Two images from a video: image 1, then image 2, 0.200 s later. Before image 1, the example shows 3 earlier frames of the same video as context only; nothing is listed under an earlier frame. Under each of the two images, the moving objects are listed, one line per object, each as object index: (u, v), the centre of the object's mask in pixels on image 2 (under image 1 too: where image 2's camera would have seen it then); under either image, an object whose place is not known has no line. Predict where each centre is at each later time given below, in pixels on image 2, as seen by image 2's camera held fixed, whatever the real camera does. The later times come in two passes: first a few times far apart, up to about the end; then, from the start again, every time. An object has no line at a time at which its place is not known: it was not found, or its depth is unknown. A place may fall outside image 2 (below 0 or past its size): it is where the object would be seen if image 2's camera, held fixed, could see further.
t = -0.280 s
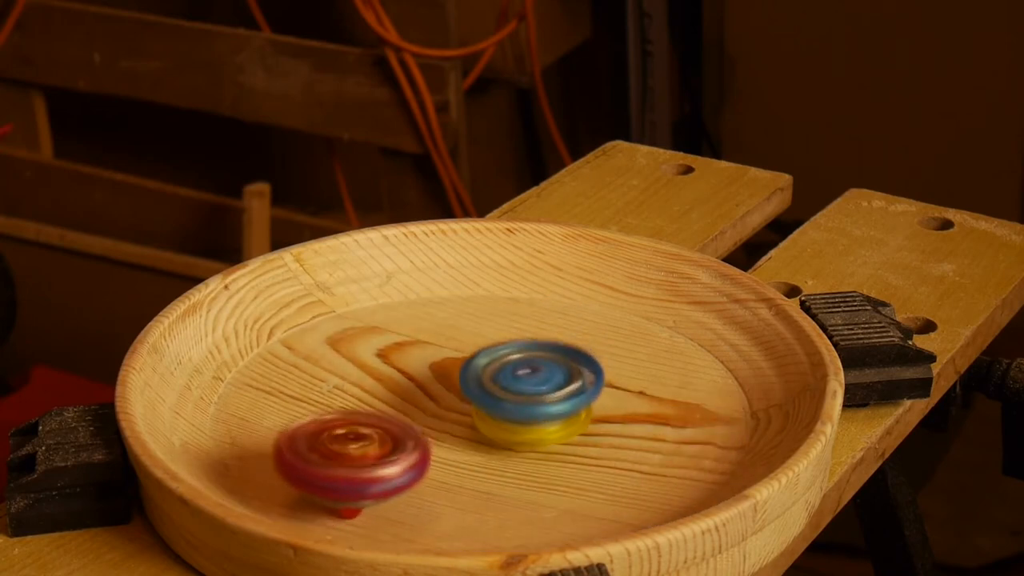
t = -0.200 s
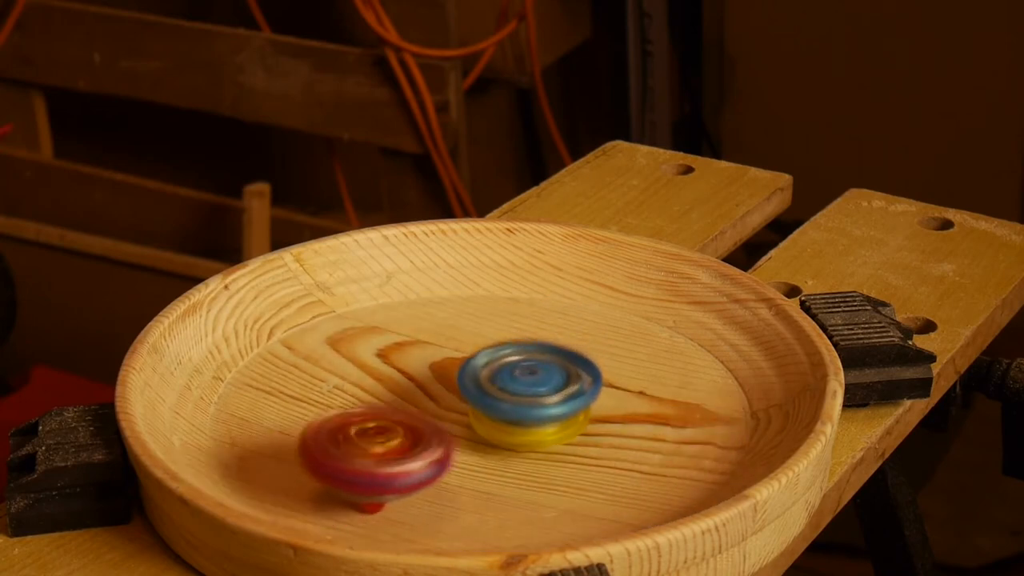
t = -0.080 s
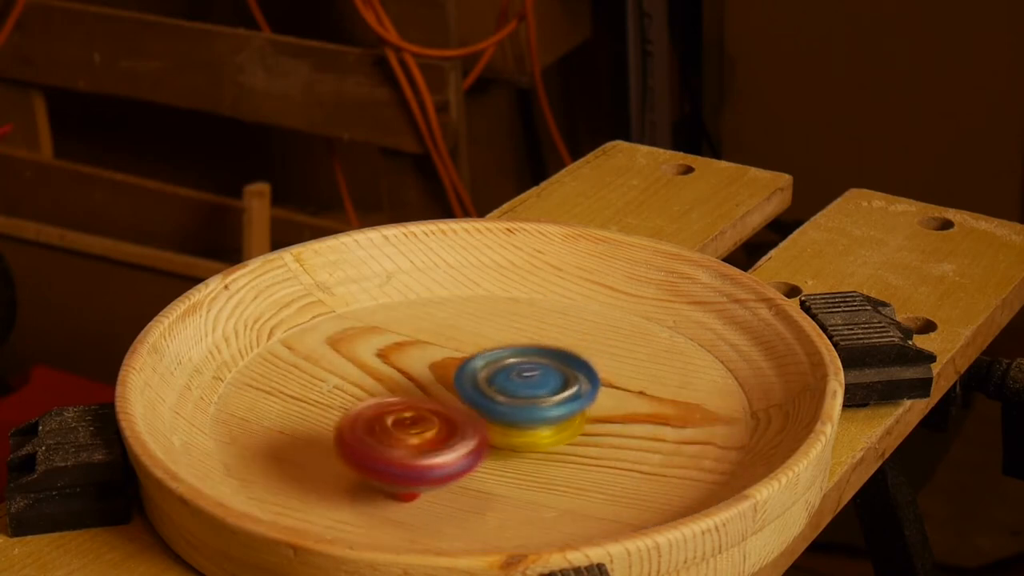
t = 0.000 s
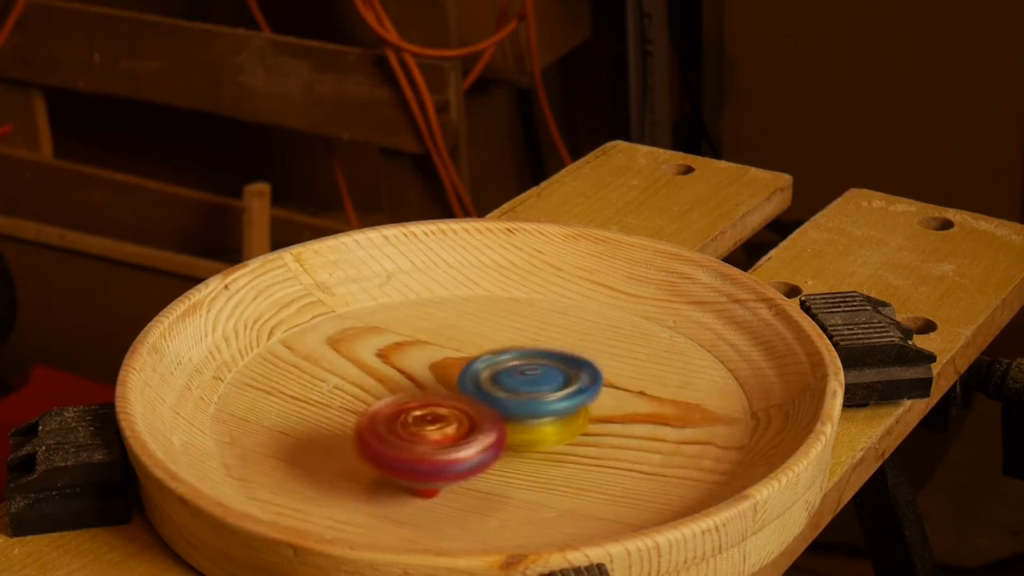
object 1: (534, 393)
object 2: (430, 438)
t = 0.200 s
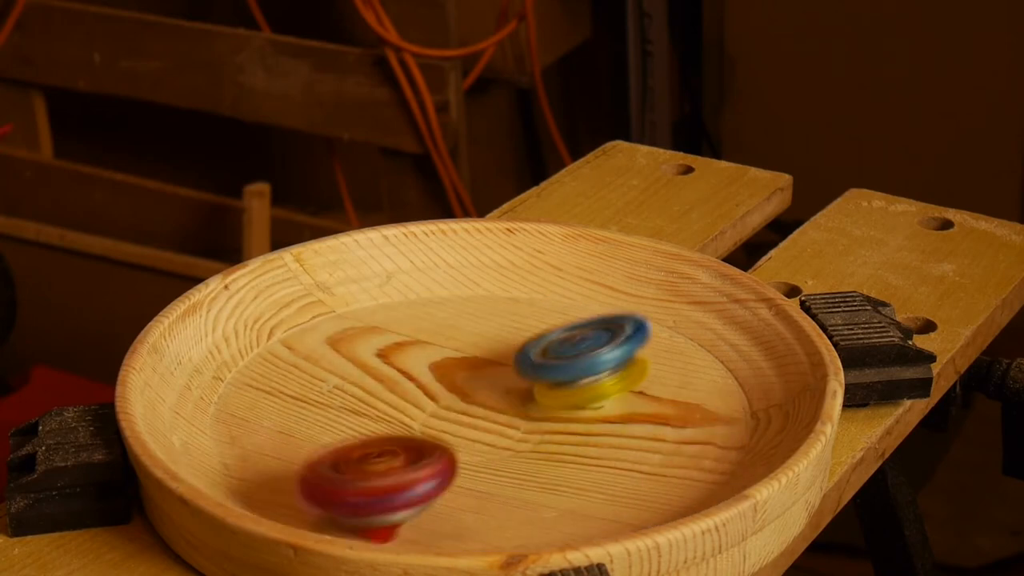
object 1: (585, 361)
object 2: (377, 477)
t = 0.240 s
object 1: (591, 356)
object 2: (368, 482)
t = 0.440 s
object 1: (605, 342)
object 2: (413, 476)
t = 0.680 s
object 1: (589, 342)
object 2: (378, 471)
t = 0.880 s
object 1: (566, 355)
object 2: (375, 451)
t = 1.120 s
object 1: (542, 395)
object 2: (421, 425)
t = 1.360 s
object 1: (726, 379)
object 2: (245, 429)
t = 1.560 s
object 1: (719, 383)
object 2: (260, 420)
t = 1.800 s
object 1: (725, 387)
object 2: (298, 397)
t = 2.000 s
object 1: (719, 392)
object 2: (366, 396)
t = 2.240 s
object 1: (715, 409)
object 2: (510, 405)
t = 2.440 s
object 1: (705, 420)
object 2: (521, 407)
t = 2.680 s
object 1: (686, 430)
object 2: (499, 422)
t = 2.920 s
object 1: (690, 437)
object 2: (480, 423)
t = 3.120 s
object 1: (698, 434)
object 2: (476, 417)
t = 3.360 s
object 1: (699, 429)
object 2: (512, 398)
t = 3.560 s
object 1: (688, 426)
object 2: (536, 377)
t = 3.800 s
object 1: (678, 431)
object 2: (547, 356)
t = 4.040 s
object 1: (677, 436)
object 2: (530, 359)
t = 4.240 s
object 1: (681, 435)
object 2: (504, 379)
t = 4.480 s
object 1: (677, 432)
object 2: (476, 402)
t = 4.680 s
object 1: (670, 432)
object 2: (478, 408)
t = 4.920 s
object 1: (660, 437)
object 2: (497, 398)
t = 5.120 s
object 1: (655, 439)
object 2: (502, 384)
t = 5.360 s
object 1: (652, 439)
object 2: (530, 381)
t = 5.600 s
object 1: (642, 438)
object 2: (542, 377)
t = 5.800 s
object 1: (634, 439)
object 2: (531, 383)
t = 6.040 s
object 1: (626, 442)
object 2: (496, 393)
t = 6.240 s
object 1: (620, 442)
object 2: (472, 397)
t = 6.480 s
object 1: (615, 441)
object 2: (463, 396)
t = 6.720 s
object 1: (609, 440)
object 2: (475, 390)
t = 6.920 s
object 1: (605, 440)
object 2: (487, 393)
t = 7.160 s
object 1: (634, 451)
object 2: (481, 371)
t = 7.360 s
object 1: (633, 445)
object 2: (502, 366)
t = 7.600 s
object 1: (617, 442)
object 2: (525, 372)
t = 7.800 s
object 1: (610, 447)
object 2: (520, 382)
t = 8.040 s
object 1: (615, 451)
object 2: (492, 394)
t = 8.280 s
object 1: (612, 445)
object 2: (462, 386)
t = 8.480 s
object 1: (596, 442)
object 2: (463, 375)
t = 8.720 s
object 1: (588, 450)
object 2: (492, 375)
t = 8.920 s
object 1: (599, 456)
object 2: (505, 378)
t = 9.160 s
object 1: (630, 454)
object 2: (496, 365)
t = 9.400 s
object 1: (609, 440)
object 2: (511, 364)
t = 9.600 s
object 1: (575, 443)
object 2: (517, 366)
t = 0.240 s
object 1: (591, 356)
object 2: (368, 482)
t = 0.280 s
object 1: (596, 352)
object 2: (371, 481)
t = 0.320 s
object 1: (600, 349)
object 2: (385, 480)
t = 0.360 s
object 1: (604, 346)
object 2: (400, 477)
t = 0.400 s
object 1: (605, 344)
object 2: (410, 476)
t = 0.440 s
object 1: (605, 342)
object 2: (413, 476)
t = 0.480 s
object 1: (604, 341)
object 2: (410, 476)
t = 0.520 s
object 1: (602, 340)
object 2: (403, 475)
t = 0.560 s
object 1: (600, 340)
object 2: (396, 474)
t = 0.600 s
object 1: (597, 340)
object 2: (390, 474)
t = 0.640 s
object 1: (593, 340)
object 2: (385, 473)
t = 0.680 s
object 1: (589, 342)
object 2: (378, 471)
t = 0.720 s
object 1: (584, 342)
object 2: (372, 468)
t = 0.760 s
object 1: (579, 344)
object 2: (368, 464)
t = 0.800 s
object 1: (574, 347)
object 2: (367, 460)
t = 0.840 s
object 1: (570, 350)
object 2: (369, 456)
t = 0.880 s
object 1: (566, 355)
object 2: (375, 451)
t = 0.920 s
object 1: (563, 360)
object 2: (380, 447)
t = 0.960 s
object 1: (559, 365)
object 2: (386, 442)
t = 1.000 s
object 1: (553, 372)
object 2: (393, 438)
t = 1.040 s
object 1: (547, 381)
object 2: (401, 433)
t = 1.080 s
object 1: (542, 389)
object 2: (412, 428)
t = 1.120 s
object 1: (542, 395)
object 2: (421, 425)
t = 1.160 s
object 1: (581, 385)
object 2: (371, 429)
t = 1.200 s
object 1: (619, 383)
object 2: (321, 432)
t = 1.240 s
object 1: (650, 382)
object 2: (284, 433)
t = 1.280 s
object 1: (677, 382)
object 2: (263, 431)
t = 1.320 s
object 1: (701, 381)
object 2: (251, 430)
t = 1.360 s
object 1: (726, 379)
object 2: (245, 429)
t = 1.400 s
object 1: (739, 372)
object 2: (253, 431)
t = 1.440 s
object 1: (735, 376)
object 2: (261, 431)
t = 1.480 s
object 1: (723, 379)
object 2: (262, 429)
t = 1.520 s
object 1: (719, 382)
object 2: (260, 426)
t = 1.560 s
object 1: (719, 383)
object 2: (260, 420)
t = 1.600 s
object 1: (720, 383)
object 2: (261, 416)
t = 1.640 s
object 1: (722, 383)
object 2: (265, 412)
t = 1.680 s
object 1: (722, 384)
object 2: (270, 407)
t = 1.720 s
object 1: (722, 384)
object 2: (279, 403)
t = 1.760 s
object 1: (723, 386)
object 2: (289, 401)
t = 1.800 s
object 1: (725, 387)
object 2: (298, 397)
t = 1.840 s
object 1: (726, 387)
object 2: (309, 395)
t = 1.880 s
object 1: (724, 389)
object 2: (323, 394)
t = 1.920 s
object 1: (722, 389)
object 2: (337, 393)
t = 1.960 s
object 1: (721, 391)
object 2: (351, 394)
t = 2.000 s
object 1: (719, 392)
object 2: (366, 396)
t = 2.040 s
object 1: (719, 396)
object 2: (383, 398)
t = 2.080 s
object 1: (718, 399)
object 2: (403, 400)
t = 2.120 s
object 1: (716, 401)
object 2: (428, 403)
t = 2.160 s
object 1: (717, 404)
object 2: (452, 406)
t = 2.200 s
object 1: (716, 406)
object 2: (482, 405)
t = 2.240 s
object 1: (715, 409)
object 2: (510, 405)
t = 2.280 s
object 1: (715, 412)
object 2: (533, 403)
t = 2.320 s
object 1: (714, 415)
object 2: (551, 405)
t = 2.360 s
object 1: (720, 415)
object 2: (554, 405)
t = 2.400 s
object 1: (719, 417)
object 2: (534, 407)
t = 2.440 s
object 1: (705, 420)
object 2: (521, 407)
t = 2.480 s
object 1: (698, 421)
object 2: (516, 408)
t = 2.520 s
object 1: (695, 424)
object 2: (515, 410)
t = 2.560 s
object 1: (692, 426)
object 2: (511, 414)
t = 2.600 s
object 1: (691, 427)
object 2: (507, 415)
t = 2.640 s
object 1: (689, 428)
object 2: (502, 420)
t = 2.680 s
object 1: (686, 430)
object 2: (499, 422)
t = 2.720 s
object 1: (687, 432)
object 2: (495, 423)
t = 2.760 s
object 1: (687, 433)
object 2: (492, 423)
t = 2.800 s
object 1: (687, 434)
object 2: (489, 424)
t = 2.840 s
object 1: (687, 436)
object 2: (485, 424)
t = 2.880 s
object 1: (688, 437)
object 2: (482, 425)
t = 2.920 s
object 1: (690, 437)
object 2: (480, 423)
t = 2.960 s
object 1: (691, 437)
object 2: (478, 423)
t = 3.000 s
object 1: (693, 437)
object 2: (476, 422)
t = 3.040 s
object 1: (695, 436)
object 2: (476, 421)
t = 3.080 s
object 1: (697, 435)
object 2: (475, 419)
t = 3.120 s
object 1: (698, 434)
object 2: (476, 417)
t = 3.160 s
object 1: (700, 433)
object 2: (481, 414)
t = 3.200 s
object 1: (700, 433)
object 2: (484, 412)
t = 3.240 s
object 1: (700, 432)
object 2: (490, 409)
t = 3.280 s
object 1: (701, 431)
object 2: (496, 405)
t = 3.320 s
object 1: (700, 430)
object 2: (502, 402)
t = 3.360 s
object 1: (699, 429)
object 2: (512, 398)
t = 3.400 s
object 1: (698, 428)
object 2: (518, 395)
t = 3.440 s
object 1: (696, 427)
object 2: (522, 390)
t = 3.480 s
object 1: (694, 427)
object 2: (528, 385)
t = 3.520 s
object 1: (692, 427)
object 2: (531, 381)
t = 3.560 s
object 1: (688, 426)
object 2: (536, 377)
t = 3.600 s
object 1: (685, 427)
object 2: (538, 372)
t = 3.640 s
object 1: (683, 428)
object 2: (540, 368)
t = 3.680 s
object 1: (682, 428)
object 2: (543, 364)
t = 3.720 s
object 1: (680, 429)
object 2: (545, 360)
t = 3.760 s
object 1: (678, 430)
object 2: (547, 358)
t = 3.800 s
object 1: (678, 431)
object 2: (547, 356)
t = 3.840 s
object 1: (677, 433)
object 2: (546, 355)
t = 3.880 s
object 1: (677, 434)
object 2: (545, 355)
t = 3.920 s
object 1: (678, 435)
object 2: (543, 355)
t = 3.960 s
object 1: (677, 435)
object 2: (541, 356)
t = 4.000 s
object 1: (677, 435)
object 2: (536, 357)
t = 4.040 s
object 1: (677, 436)
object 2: (530, 359)
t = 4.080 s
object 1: (679, 436)
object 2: (523, 363)
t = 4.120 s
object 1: (679, 436)
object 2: (516, 366)
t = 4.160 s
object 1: (680, 436)
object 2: (514, 370)
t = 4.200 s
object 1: (681, 435)
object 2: (508, 374)
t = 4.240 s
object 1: (681, 435)
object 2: (504, 379)
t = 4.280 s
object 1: (681, 435)
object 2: (499, 383)
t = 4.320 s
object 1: (681, 434)
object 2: (493, 388)
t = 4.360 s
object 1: (681, 433)
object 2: (487, 393)
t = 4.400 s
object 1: (680, 432)
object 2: (482, 396)
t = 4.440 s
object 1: (679, 432)
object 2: (479, 398)
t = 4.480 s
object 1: (677, 432)
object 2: (476, 402)
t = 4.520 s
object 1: (676, 432)
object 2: (477, 405)
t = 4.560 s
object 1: (675, 432)
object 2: (478, 406)
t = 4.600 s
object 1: (675, 432)
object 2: (478, 407)
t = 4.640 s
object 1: (672, 432)
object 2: (478, 408)
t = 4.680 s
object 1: (670, 432)
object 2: (478, 408)
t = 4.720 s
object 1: (667, 432)
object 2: (478, 408)
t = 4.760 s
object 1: (666, 434)
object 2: (479, 405)
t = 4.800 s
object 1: (665, 434)
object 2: (483, 406)
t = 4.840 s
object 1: (662, 434)
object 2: (486, 403)
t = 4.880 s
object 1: (662, 436)
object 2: (490, 400)
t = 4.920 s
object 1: (660, 437)
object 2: (497, 398)
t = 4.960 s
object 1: (659, 438)
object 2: (497, 395)
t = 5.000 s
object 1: (658, 438)
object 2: (500, 393)
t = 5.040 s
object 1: (658, 439)
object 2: (501, 389)
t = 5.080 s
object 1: (657, 439)
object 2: (501, 387)
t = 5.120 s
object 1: (655, 439)
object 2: (502, 384)
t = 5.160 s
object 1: (654, 439)
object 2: (506, 383)
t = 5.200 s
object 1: (655, 439)
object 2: (508, 381)
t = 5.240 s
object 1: (653, 439)
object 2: (515, 380)
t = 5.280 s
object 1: (652, 439)
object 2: (519, 381)
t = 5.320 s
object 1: (652, 439)
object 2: (526, 382)
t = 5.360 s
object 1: (652, 439)
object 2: (530, 381)
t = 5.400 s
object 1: (652, 439)
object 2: (534, 380)
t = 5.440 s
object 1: (650, 438)
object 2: (536, 379)
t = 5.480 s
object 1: (650, 438)
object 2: (538, 378)
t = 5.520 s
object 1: (647, 439)
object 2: (542, 377)
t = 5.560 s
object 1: (644, 438)
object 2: (542, 377)
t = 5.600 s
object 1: (642, 438)
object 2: (542, 377)
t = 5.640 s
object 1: (641, 439)
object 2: (543, 377)
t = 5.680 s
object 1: (640, 438)
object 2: (541, 378)
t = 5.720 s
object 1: (637, 438)
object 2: (538, 380)
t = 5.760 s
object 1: (636, 439)
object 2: (534, 381)
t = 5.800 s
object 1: (634, 439)
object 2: (531, 383)
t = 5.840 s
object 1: (632, 440)
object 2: (527, 383)
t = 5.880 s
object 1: (630, 440)
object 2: (521, 385)
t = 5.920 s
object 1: (629, 441)
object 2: (515, 388)
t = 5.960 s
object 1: (629, 441)
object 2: (510, 390)
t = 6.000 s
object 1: (627, 442)
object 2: (504, 391)
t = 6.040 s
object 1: (626, 442)
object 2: (496, 393)
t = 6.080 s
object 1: (625, 442)
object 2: (492, 394)
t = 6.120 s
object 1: (623, 442)
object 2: (487, 395)
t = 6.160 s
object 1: (621, 442)
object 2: (481, 396)
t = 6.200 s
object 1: (620, 443)
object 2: (478, 398)
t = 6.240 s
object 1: (620, 442)
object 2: (472, 397)
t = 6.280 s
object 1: (618, 443)
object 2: (468, 397)
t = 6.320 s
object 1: (618, 442)
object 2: (467, 398)
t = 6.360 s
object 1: (617, 442)
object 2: (464, 398)
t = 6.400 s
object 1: (616, 442)
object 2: (462, 397)
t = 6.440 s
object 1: (616, 441)
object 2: (462, 397)
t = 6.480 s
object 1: (615, 441)
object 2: (463, 396)
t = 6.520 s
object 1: (614, 441)
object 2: (465, 395)
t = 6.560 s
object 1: (612, 441)
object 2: (467, 394)
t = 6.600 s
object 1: (612, 441)
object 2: (472, 392)
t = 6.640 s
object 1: (612, 441)
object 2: (471, 391)
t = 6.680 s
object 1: (611, 439)
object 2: (472, 390)
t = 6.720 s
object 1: (609, 440)
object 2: (475, 390)
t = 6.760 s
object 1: (608, 439)
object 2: (476, 390)
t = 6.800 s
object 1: (608, 439)
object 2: (479, 390)
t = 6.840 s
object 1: (607, 439)
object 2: (484, 391)
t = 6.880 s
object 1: (606, 439)
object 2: (485, 391)
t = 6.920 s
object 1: (605, 440)
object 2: (487, 393)
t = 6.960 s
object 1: (616, 445)
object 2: (488, 389)
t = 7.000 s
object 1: (627, 449)
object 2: (483, 382)
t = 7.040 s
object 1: (630, 451)
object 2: (483, 379)
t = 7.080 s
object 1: (630, 452)
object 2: (482, 377)
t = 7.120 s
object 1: (632, 451)
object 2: (482, 374)
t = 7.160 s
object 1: (634, 451)
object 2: (481, 371)
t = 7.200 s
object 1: (635, 450)
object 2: (484, 370)
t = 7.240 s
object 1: (636, 448)
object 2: (487, 369)
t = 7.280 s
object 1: (635, 447)
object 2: (489, 368)
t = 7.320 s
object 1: (635, 446)
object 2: (496, 366)
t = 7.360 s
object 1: (633, 445)
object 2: (502, 366)
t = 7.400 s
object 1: (632, 444)
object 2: (508, 367)
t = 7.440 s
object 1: (628, 444)
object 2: (511, 369)
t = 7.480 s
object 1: (626, 443)
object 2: (518, 370)
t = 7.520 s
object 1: (624, 443)
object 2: (523, 371)
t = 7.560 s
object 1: (620, 442)
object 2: (524, 372)
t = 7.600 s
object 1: (617, 442)
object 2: (525, 372)
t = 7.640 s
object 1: (615, 443)
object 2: (527, 373)
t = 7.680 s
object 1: (613, 444)
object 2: (526, 376)
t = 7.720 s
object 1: (611, 446)
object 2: (526, 377)
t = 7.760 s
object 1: (610, 447)
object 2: (523, 378)
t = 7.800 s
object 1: (610, 447)
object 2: (520, 382)
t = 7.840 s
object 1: (609, 449)
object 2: (519, 384)
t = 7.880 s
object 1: (609, 450)
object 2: (514, 388)
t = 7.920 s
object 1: (611, 452)
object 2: (510, 391)
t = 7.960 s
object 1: (612, 452)
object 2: (507, 393)
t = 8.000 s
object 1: (612, 453)
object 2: (501, 396)
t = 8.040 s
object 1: (615, 451)
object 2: (492, 394)
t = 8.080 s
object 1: (616, 451)
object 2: (484, 393)
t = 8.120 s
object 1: (617, 449)
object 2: (480, 392)
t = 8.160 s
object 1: (615, 448)
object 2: (476, 391)
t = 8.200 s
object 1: (615, 447)
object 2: (471, 389)
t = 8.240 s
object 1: (614, 446)
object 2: (467, 389)
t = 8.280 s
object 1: (612, 445)
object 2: (462, 386)
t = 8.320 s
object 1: (609, 444)
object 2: (460, 383)
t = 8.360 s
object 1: (607, 443)
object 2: (460, 381)
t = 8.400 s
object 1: (605, 443)
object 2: (458, 378)
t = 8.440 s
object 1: (600, 442)
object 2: (459, 376)
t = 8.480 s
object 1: (596, 442)
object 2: (463, 375)
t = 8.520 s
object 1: (595, 444)
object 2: (469, 374)
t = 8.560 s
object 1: (593, 446)
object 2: (473, 373)
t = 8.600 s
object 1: (590, 447)
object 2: (477, 373)
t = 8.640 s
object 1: (589, 448)
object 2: (482, 374)
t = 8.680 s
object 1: (589, 450)
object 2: (487, 374)
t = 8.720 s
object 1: (588, 450)
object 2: (492, 375)
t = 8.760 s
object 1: (586, 451)
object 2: (497, 377)
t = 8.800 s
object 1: (587, 451)
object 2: (502, 379)
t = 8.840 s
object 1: (586, 452)
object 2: (507, 382)
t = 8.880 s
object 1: (589, 451)
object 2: (510, 383)
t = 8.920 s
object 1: (599, 456)
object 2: (505, 378)
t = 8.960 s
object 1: (610, 461)
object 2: (500, 373)
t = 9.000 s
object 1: (615, 462)
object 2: (500, 371)
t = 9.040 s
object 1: (621, 461)
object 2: (496, 370)
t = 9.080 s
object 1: (624, 459)
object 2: (494, 368)
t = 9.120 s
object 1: (628, 457)
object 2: (494, 364)
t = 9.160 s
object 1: (630, 454)
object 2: (496, 365)
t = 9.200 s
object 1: (630, 451)
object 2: (496, 363)
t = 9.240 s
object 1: (629, 449)
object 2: (500, 363)
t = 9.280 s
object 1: (626, 447)
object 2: (503, 363)
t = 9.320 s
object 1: (621, 444)
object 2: (503, 363)
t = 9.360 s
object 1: (616, 442)
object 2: (505, 364)
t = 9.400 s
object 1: (609, 440)
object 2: (511, 364)
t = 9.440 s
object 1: (603, 438)
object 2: (513, 365)
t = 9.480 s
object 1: (595, 439)
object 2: (514, 364)
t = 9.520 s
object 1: (588, 439)
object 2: (515, 365)
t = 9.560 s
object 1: (581, 441)
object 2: (516, 366)
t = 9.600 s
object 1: (575, 443)
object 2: (517, 366)
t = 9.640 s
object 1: (571, 447)
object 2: (517, 370)
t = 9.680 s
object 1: (567, 449)
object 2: (516, 373)
